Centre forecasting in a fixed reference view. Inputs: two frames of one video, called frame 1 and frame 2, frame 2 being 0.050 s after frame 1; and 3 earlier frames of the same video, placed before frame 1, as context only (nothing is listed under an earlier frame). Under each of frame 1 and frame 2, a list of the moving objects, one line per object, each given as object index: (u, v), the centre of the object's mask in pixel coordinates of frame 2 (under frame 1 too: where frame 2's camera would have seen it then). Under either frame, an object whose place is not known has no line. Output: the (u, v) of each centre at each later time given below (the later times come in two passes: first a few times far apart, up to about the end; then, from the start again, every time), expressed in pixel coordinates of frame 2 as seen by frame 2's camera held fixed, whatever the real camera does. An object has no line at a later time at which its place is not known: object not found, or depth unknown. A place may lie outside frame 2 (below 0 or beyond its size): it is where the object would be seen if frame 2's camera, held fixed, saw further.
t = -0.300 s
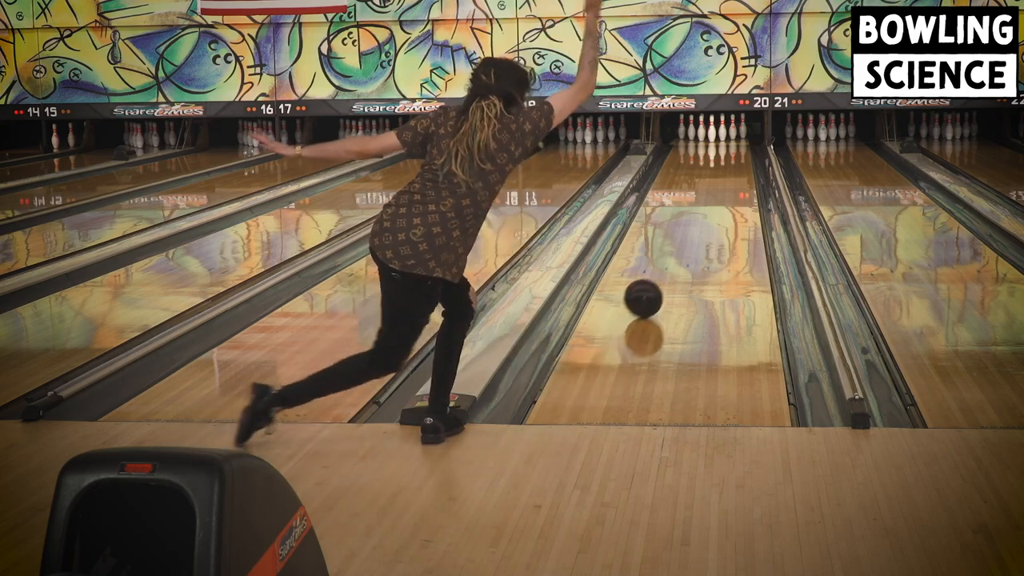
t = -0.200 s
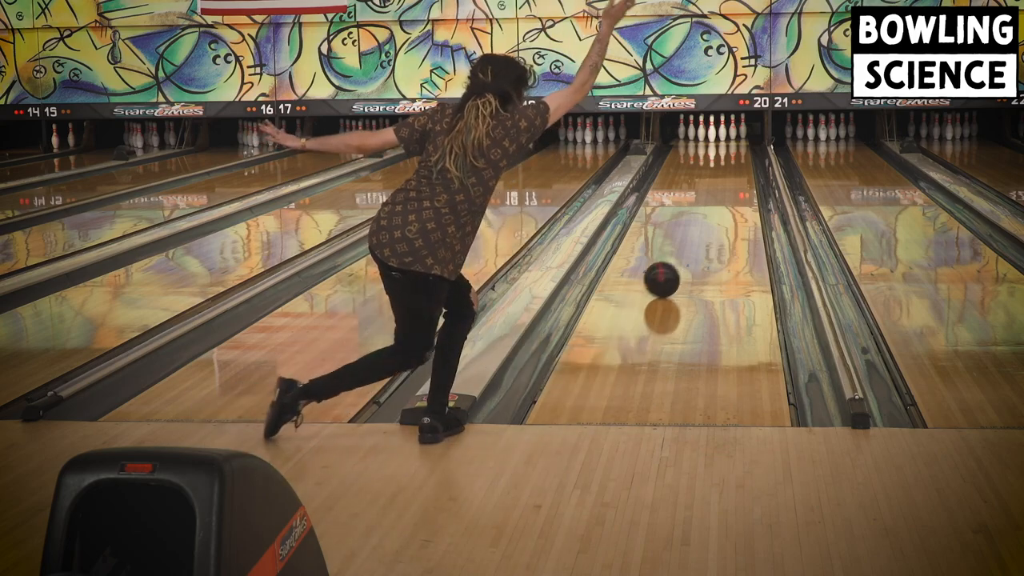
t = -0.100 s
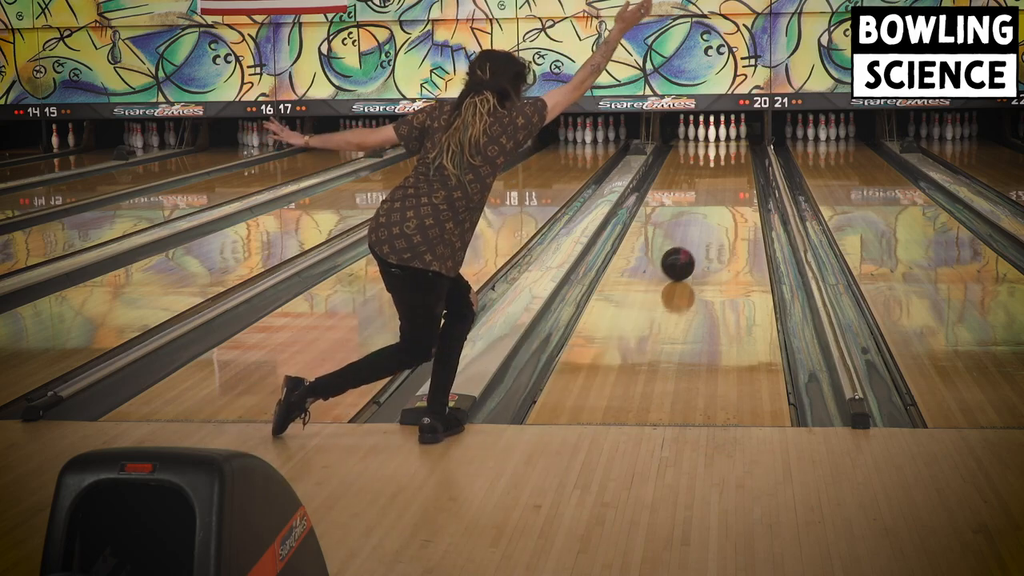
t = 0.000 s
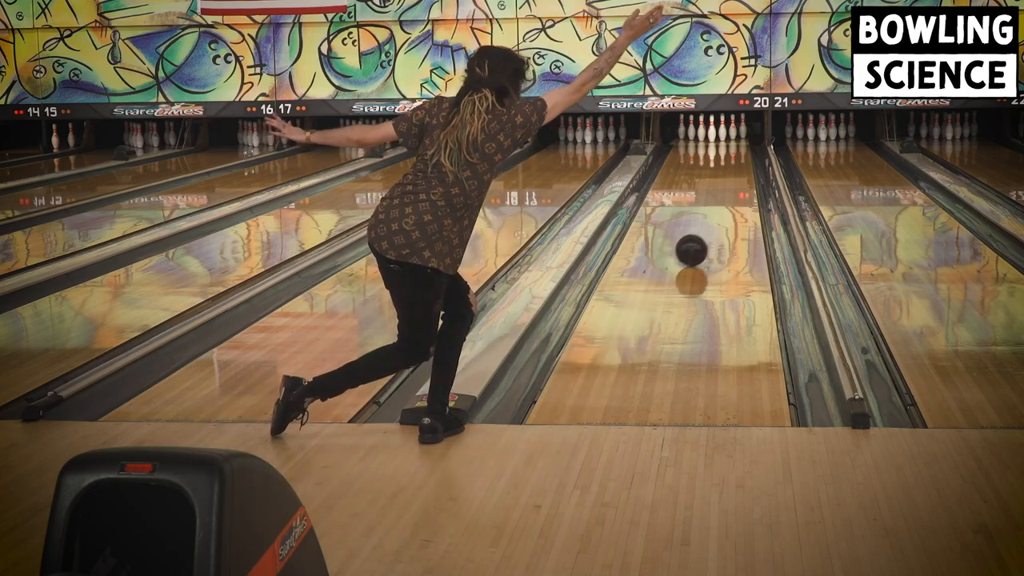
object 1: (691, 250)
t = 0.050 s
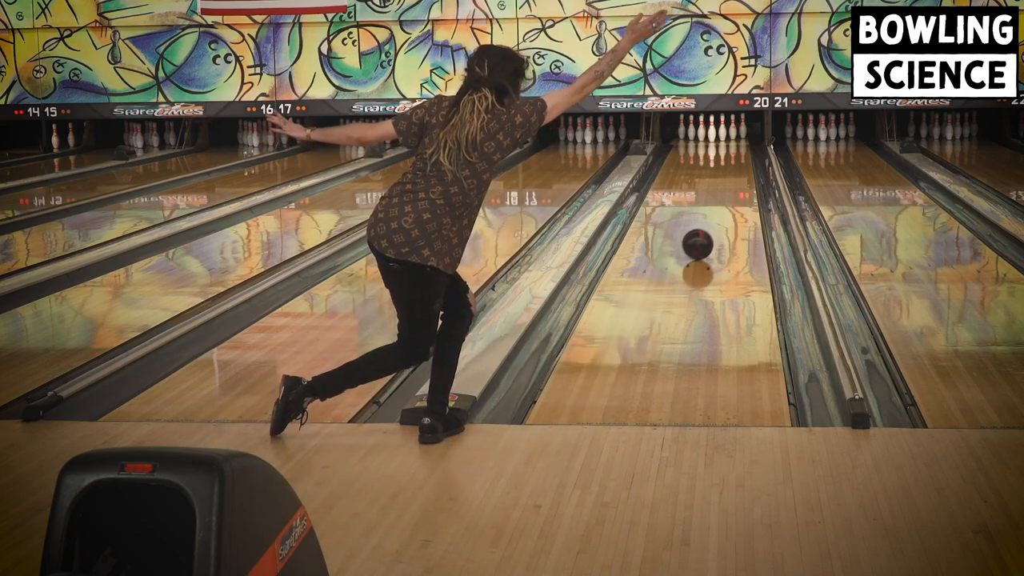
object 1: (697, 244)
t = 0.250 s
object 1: (717, 222)
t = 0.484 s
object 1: (734, 202)
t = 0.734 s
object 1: (744, 185)
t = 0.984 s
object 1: (748, 171)
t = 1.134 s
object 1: (747, 164)
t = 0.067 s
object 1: (699, 242)
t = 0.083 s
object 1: (701, 240)
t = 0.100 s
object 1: (703, 238)
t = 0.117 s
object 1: (705, 236)
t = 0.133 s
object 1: (706, 235)
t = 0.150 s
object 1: (708, 233)
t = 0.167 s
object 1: (710, 231)
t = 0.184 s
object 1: (712, 229)
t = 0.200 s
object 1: (713, 227)
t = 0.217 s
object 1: (715, 226)
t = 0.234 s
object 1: (716, 224)
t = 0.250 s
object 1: (717, 222)
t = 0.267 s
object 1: (719, 221)
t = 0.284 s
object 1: (720, 219)
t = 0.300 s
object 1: (721, 218)
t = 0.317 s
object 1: (723, 216)
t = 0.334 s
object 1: (724, 214)
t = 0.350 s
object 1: (725, 213)
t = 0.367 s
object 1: (726, 211)
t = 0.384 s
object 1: (727, 210)
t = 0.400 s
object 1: (728, 209)
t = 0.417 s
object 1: (729, 207)
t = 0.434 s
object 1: (731, 206)
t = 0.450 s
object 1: (732, 204)
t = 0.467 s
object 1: (733, 203)
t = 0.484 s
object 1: (734, 202)
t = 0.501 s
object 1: (734, 201)
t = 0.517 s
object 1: (735, 199)
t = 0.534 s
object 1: (736, 198)
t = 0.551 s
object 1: (737, 197)
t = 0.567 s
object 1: (738, 196)
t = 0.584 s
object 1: (739, 195)
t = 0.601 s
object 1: (739, 193)
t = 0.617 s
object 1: (740, 192)
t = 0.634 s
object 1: (741, 191)
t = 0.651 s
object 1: (741, 190)
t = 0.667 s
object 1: (742, 189)
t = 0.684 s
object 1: (742, 188)
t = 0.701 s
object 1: (743, 187)
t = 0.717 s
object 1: (744, 186)
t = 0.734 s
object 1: (744, 185)
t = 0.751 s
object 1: (744, 184)
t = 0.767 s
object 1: (745, 183)
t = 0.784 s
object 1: (745, 182)
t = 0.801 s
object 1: (745, 181)
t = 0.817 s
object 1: (746, 180)
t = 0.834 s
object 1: (746, 179)
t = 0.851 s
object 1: (746, 178)
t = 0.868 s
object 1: (746, 177)
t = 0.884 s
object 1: (747, 176)
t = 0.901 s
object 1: (747, 176)
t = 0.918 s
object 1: (747, 174)
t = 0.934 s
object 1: (747, 174)
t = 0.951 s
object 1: (747, 173)
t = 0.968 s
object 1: (748, 172)
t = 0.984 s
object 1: (748, 171)
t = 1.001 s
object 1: (748, 170)
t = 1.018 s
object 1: (748, 170)
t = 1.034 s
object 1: (748, 169)
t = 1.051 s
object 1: (748, 168)
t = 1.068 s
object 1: (748, 167)
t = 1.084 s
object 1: (748, 167)
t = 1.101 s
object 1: (748, 166)
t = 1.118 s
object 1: (747, 165)
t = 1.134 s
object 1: (747, 164)
